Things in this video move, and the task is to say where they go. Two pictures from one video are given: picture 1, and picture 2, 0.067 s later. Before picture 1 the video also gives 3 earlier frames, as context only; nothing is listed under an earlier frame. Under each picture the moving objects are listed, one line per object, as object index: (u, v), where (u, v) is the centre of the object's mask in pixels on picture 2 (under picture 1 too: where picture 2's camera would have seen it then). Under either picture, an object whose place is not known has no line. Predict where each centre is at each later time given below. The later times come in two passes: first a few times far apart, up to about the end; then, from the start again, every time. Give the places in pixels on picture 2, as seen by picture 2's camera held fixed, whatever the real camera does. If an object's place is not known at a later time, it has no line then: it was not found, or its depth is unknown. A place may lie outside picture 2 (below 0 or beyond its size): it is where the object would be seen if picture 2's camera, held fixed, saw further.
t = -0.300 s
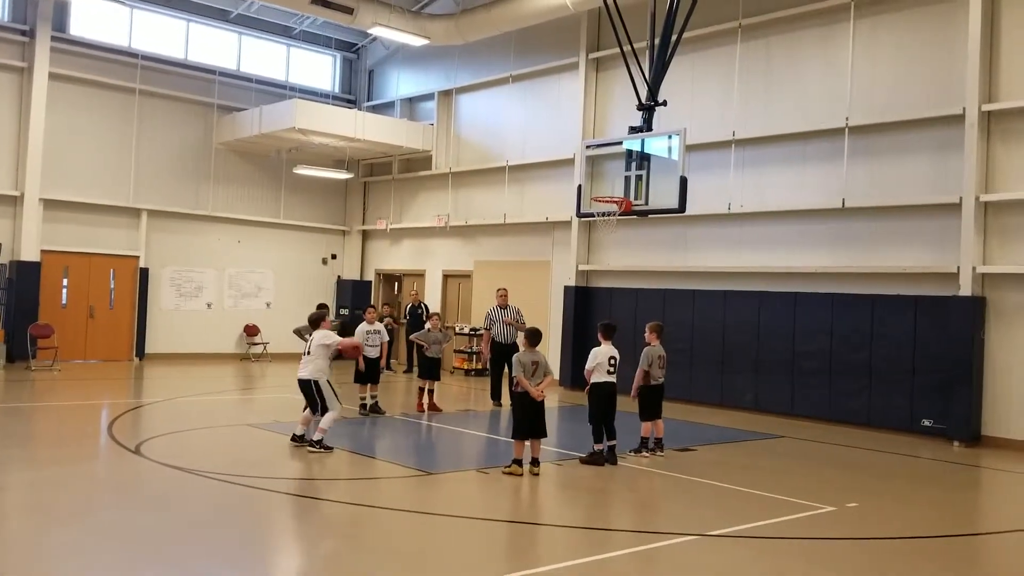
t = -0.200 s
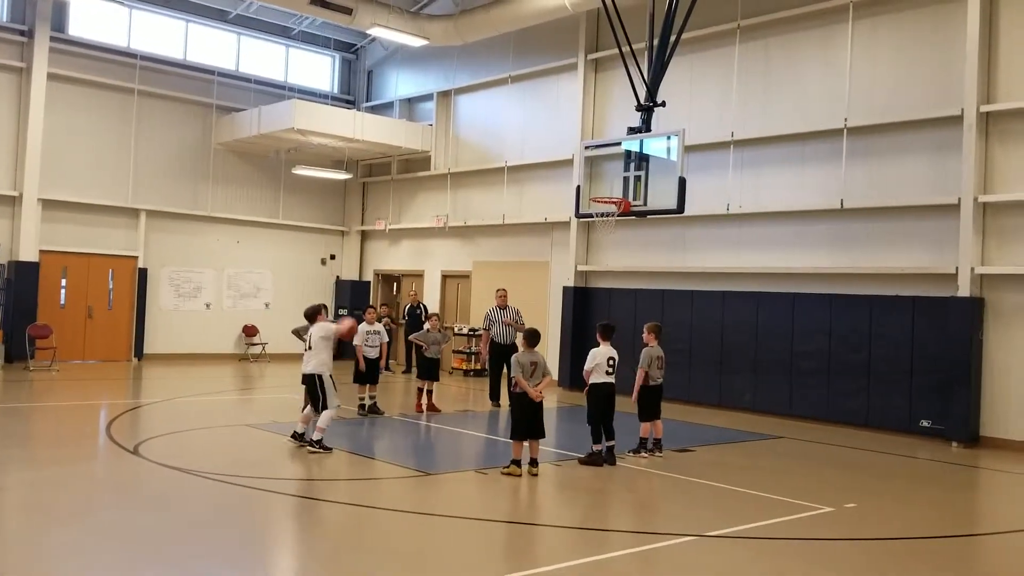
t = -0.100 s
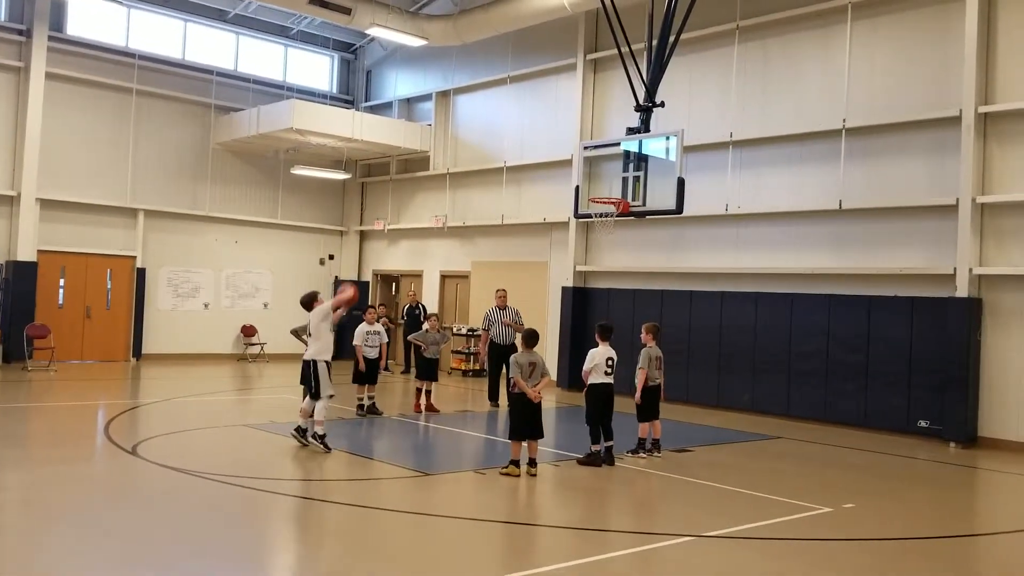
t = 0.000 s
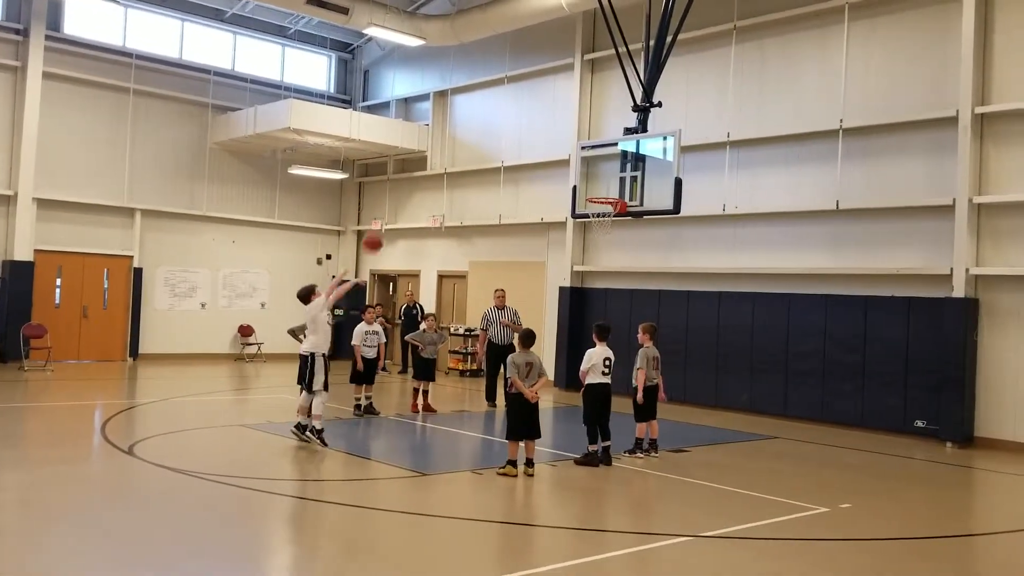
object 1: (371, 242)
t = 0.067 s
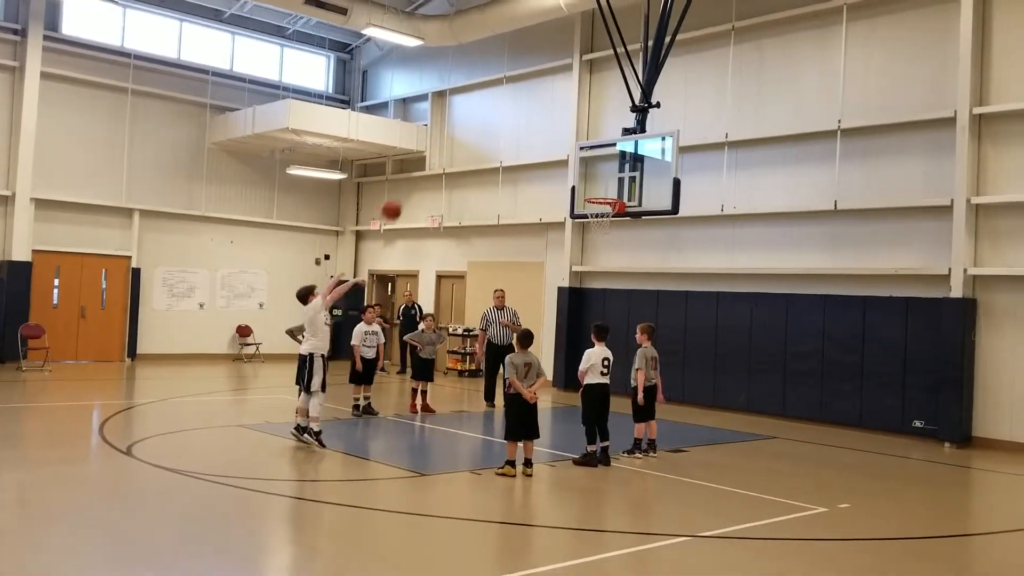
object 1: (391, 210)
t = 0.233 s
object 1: (437, 148)
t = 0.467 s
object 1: (493, 107)
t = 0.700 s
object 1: (542, 110)
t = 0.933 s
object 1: (584, 154)
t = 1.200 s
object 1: (608, 214)
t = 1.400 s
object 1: (592, 250)
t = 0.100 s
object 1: (401, 196)
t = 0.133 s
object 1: (411, 182)
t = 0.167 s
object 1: (420, 170)
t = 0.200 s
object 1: (429, 159)
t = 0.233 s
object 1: (437, 148)
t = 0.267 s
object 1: (446, 139)
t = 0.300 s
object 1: (454, 132)
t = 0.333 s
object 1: (462, 125)
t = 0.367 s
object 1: (470, 119)
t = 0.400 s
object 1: (478, 114)
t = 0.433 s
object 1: (485, 110)
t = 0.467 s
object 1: (493, 107)
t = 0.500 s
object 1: (500, 105)
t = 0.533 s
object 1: (508, 103)
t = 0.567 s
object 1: (515, 103)
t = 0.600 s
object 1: (522, 104)
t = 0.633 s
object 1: (528, 105)
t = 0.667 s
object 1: (535, 107)
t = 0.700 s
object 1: (542, 110)
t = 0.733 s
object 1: (548, 114)
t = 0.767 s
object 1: (555, 119)
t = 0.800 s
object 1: (561, 124)
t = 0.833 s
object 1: (566, 131)
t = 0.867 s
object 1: (572, 138)
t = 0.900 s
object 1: (578, 146)
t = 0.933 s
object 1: (584, 154)
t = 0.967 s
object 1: (590, 163)
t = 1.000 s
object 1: (595, 173)
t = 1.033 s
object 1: (601, 184)
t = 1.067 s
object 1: (606, 194)
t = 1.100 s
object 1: (608, 199)
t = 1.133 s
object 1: (608, 206)
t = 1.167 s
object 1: (608, 209)
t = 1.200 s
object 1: (608, 214)
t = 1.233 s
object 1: (604, 221)
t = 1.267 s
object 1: (601, 225)
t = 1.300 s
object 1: (600, 231)
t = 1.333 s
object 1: (597, 236)
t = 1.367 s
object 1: (595, 242)
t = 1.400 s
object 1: (592, 250)
